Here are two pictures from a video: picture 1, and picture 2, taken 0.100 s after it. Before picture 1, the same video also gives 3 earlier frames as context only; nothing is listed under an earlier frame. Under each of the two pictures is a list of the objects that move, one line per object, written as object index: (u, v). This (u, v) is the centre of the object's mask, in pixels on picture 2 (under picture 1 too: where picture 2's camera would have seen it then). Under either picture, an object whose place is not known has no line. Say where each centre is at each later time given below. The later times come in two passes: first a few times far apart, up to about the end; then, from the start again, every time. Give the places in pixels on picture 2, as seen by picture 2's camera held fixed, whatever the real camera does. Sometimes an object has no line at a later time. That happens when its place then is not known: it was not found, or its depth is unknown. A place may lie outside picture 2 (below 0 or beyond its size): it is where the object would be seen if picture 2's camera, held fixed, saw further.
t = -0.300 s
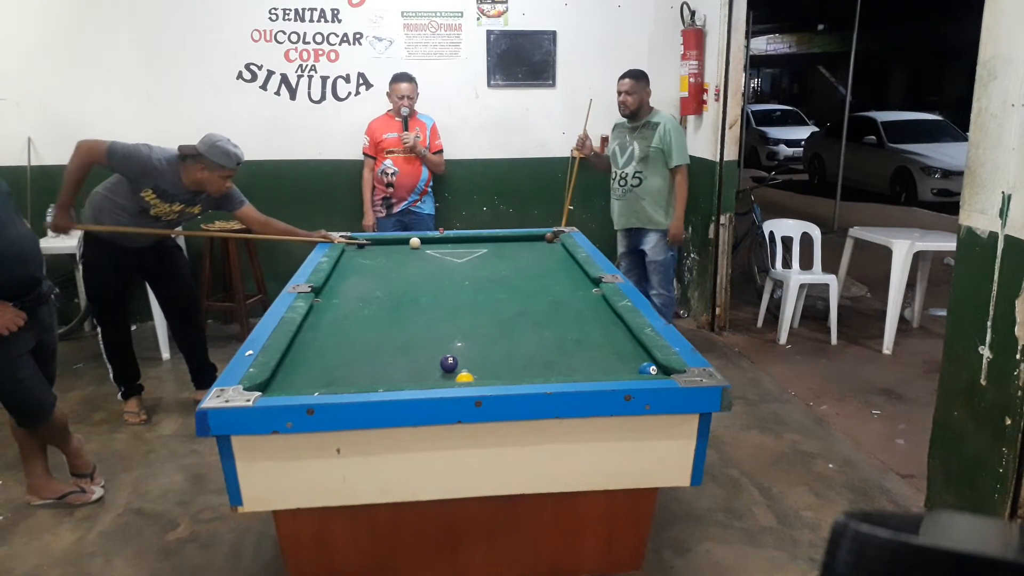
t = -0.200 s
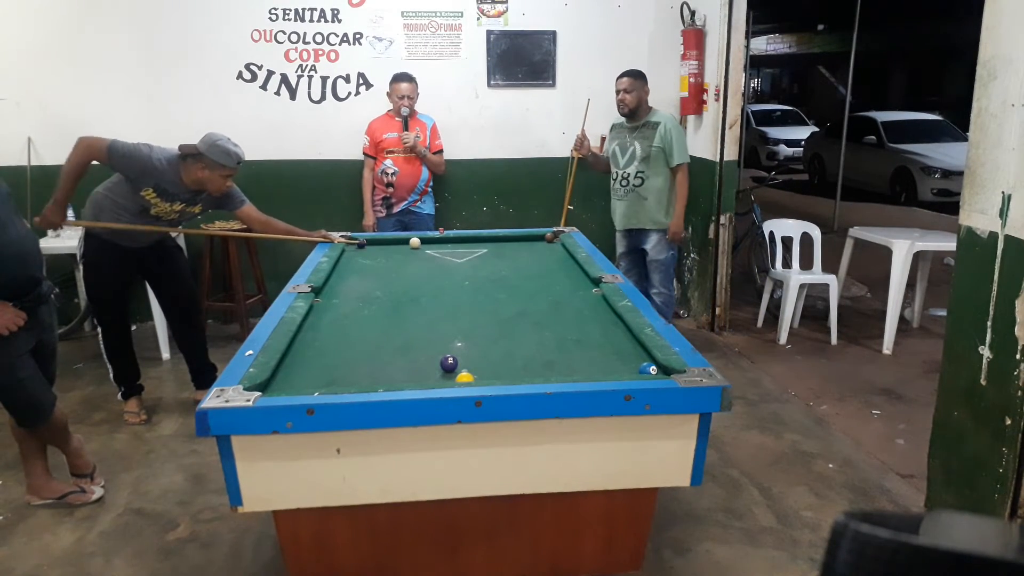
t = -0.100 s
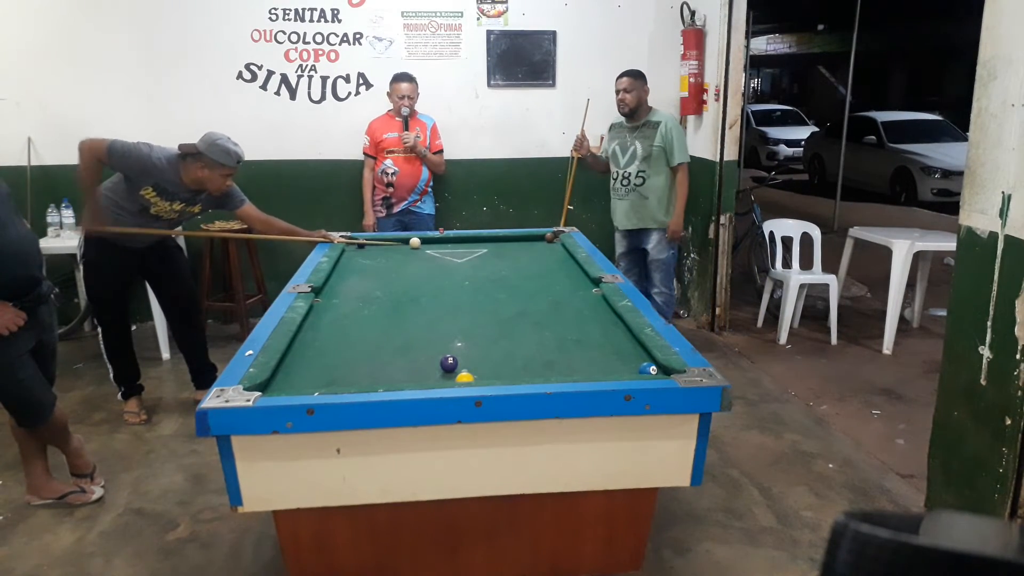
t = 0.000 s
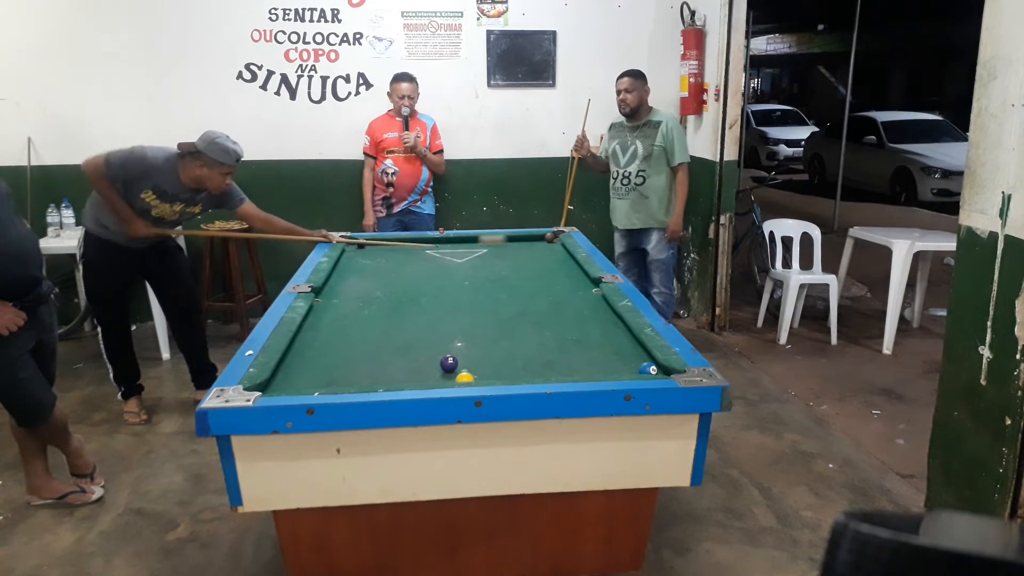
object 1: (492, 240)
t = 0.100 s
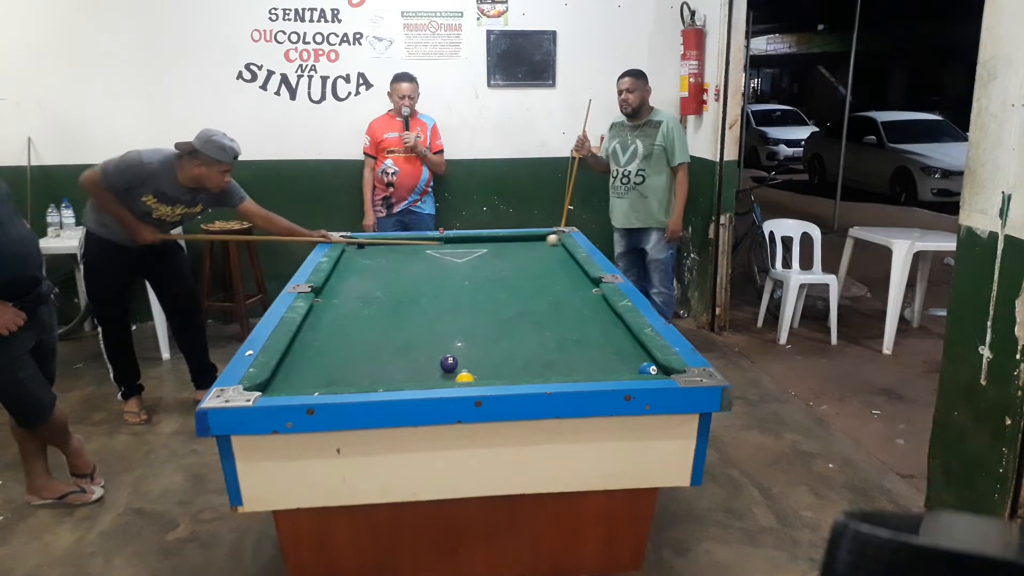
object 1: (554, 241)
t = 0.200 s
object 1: (533, 244)
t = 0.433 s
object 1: (482, 254)
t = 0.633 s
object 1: (434, 264)
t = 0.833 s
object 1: (382, 274)
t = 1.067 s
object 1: (339, 284)
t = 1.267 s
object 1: (374, 287)
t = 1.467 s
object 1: (408, 290)
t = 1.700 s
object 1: (447, 293)
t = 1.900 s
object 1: (480, 296)
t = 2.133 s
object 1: (518, 298)
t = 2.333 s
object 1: (549, 300)
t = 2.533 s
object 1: (580, 302)
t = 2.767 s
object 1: (597, 304)
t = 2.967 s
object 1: (578, 307)
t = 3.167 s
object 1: (561, 309)
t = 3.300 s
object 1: (550, 310)
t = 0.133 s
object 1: (547, 242)
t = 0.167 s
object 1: (539, 243)
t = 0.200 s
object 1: (533, 244)
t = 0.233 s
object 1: (525, 246)
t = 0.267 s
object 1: (518, 247)
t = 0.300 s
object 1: (511, 249)
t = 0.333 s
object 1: (504, 250)
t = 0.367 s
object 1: (496, 251)
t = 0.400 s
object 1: (489, 253)
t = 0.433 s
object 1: (482, 254)
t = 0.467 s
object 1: (473, 256)
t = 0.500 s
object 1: (466, 257)
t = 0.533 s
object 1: (458, 259)
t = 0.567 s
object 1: (450, 260)
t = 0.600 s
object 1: (442, 262)
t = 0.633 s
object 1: (434, 264)
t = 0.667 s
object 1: (426, 265)
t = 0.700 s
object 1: (417, 267)
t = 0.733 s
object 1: (409, 268)
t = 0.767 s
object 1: (400, 270)
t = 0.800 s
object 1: (391, 272)
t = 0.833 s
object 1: (382, 274)
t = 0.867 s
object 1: (373, 275)
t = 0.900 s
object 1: (364, 277)
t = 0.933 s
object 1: (355, 279)
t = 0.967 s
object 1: (345, 281)
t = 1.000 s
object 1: (336, 282)
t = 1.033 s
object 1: (333, 284)
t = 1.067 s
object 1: (339, 284)
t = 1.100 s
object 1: (345, 284)
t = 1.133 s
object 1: (350, 285)
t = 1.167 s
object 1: (356, 285)
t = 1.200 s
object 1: (362, 286)
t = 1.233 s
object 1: (368, 286)
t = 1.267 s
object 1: (374, 287)
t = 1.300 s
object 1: (379, 287)
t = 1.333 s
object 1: (385, 288)
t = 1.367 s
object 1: (391, 289)
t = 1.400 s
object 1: (397, 289)
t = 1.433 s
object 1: (402, 290)
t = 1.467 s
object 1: (408, 290)
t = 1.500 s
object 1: (414, 290)
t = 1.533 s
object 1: (419, 291)
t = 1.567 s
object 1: (425, 291)
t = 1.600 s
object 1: (430, 292)
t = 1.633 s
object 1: (436, 292)
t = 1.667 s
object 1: (441, 292)
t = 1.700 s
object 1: (447, 293)
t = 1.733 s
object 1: (453, 294)
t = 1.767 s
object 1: (458, 294)
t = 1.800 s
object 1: (464, 294)
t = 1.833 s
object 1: (469, 295)
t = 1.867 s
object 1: (475, 295)
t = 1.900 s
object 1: (480, 296)
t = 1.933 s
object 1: (486, 296)
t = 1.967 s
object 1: (491, 296)
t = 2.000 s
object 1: (497, 297)
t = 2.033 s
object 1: (502, 297)
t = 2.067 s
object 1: (507, 298)
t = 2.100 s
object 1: (513, 298)
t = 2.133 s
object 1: (518, 298)
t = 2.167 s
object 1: (523, 299)
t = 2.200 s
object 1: (528, 299)
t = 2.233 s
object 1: (534, 299)
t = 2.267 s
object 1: (539, 300)
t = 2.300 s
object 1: (544, 300)
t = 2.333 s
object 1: (549, 300)
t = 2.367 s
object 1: (555, 301)
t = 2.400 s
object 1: (560, 301)
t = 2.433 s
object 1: (565, 301)
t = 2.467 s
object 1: (570, 301)
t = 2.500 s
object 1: (575, 302)
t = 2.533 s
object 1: (580, 302)
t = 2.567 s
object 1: (585, 302)
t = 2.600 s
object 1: (590, 303)
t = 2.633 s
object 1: (595, 303)
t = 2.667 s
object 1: (600, 303)
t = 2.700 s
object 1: (603, 303)
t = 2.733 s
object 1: (600, 304)
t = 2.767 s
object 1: (597, 304)
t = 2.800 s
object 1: (594, 305)
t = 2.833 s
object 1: (590, 305)
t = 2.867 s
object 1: (587, 306)
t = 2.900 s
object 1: (584, 306)
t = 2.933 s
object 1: (581, 307)
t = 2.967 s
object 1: (578, 307)
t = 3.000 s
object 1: (575, 307)
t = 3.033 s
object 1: (572, 308)
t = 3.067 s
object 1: (569, 308)
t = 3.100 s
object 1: (567, 309)
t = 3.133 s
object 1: (564, 309)
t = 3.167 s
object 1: (561, 309)
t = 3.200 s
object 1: (558, 309)
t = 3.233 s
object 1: (555, 310)
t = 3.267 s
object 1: (553, 310)
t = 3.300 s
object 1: (550, 310)
